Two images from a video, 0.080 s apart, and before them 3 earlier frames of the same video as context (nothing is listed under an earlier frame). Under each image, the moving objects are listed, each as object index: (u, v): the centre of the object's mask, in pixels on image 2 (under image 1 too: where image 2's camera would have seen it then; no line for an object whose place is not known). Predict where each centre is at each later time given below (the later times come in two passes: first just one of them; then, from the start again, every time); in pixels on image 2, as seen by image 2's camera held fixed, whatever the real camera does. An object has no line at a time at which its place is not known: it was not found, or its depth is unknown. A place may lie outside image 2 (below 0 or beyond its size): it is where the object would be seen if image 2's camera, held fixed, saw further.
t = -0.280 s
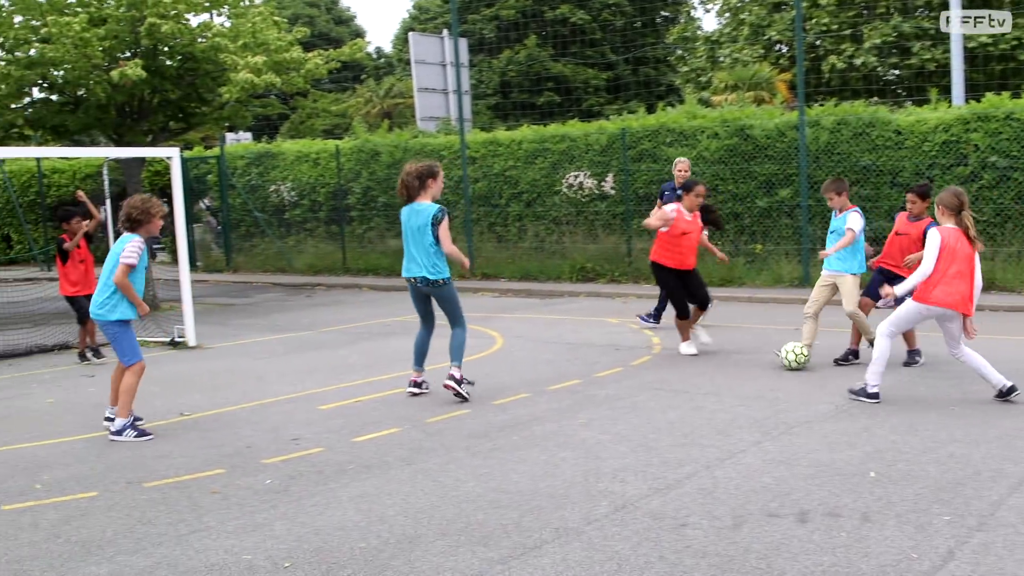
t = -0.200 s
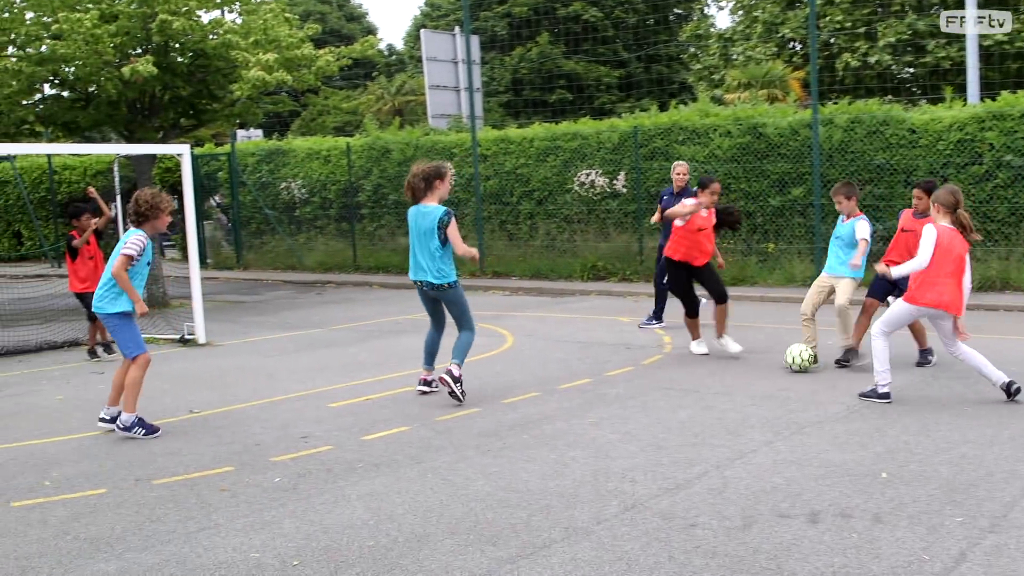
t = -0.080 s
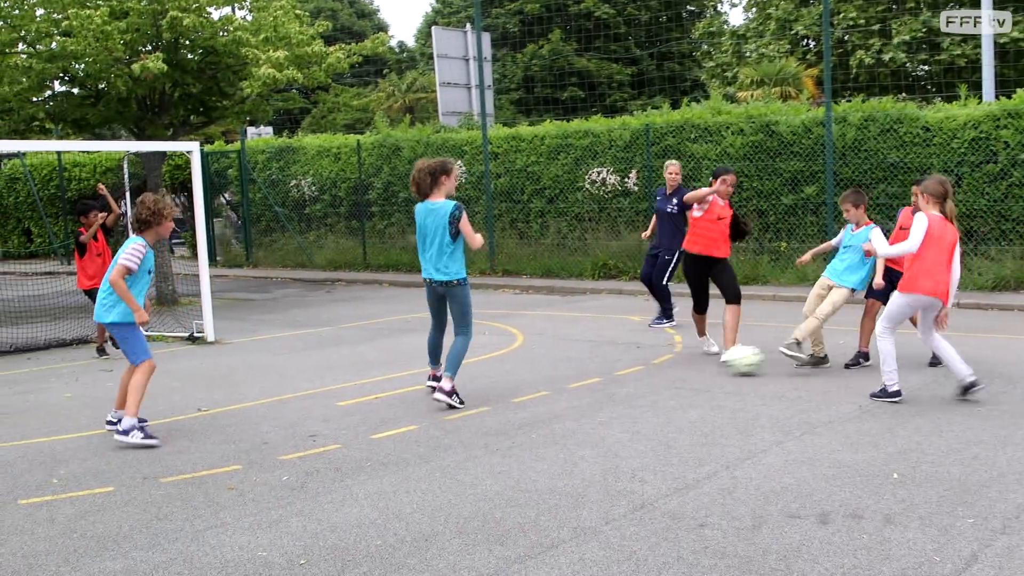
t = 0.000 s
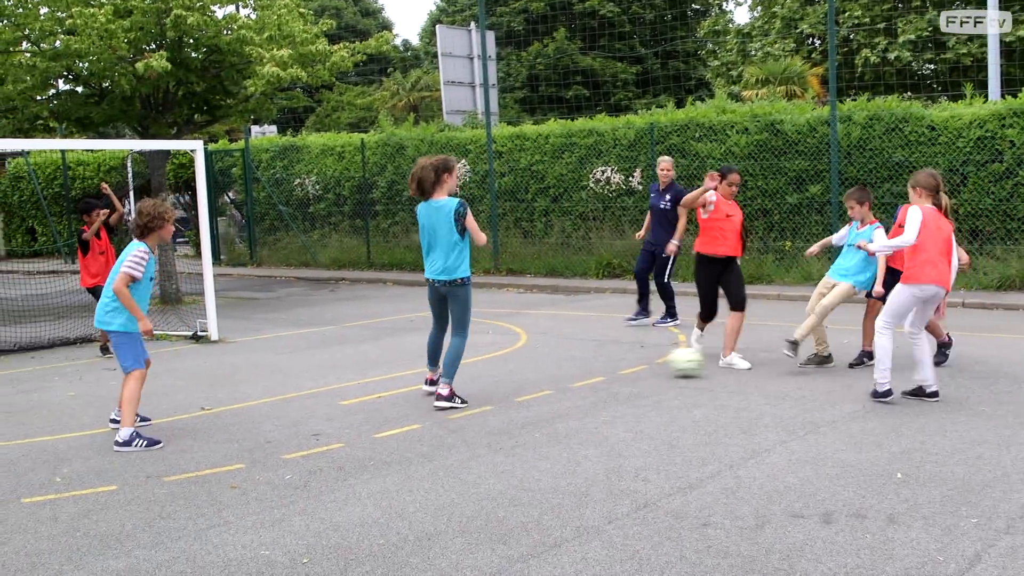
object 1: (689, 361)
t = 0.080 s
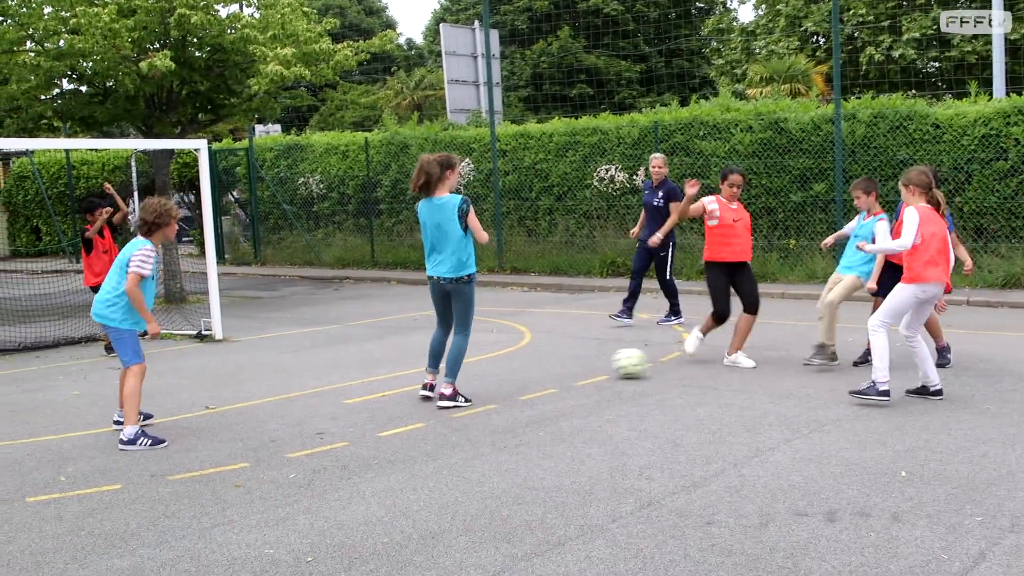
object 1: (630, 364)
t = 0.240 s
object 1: (523, 368)
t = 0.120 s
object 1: (601, 364)
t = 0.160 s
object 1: (574, 366)
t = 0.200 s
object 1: (548, 367)
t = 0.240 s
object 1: (523, 368)
